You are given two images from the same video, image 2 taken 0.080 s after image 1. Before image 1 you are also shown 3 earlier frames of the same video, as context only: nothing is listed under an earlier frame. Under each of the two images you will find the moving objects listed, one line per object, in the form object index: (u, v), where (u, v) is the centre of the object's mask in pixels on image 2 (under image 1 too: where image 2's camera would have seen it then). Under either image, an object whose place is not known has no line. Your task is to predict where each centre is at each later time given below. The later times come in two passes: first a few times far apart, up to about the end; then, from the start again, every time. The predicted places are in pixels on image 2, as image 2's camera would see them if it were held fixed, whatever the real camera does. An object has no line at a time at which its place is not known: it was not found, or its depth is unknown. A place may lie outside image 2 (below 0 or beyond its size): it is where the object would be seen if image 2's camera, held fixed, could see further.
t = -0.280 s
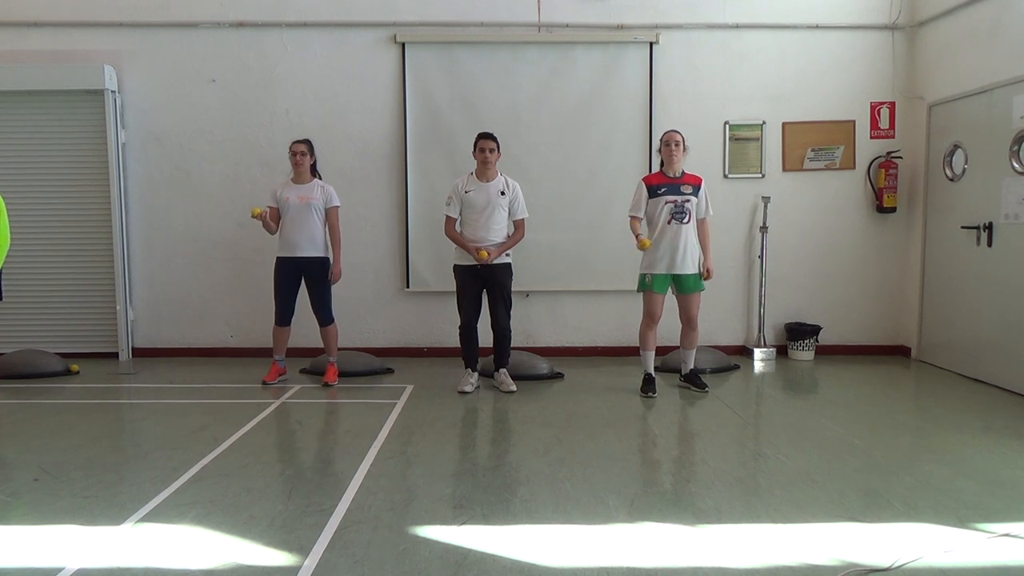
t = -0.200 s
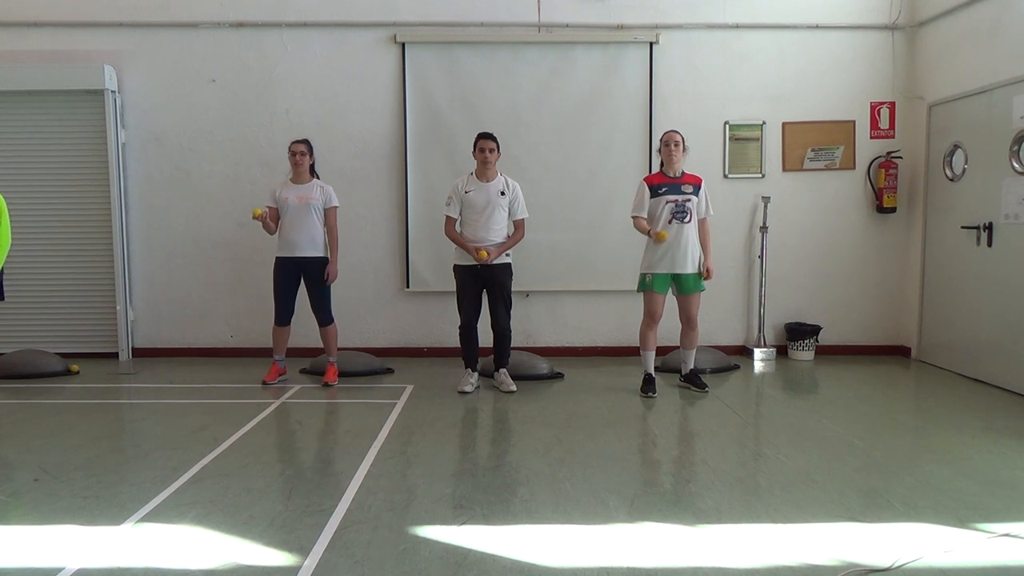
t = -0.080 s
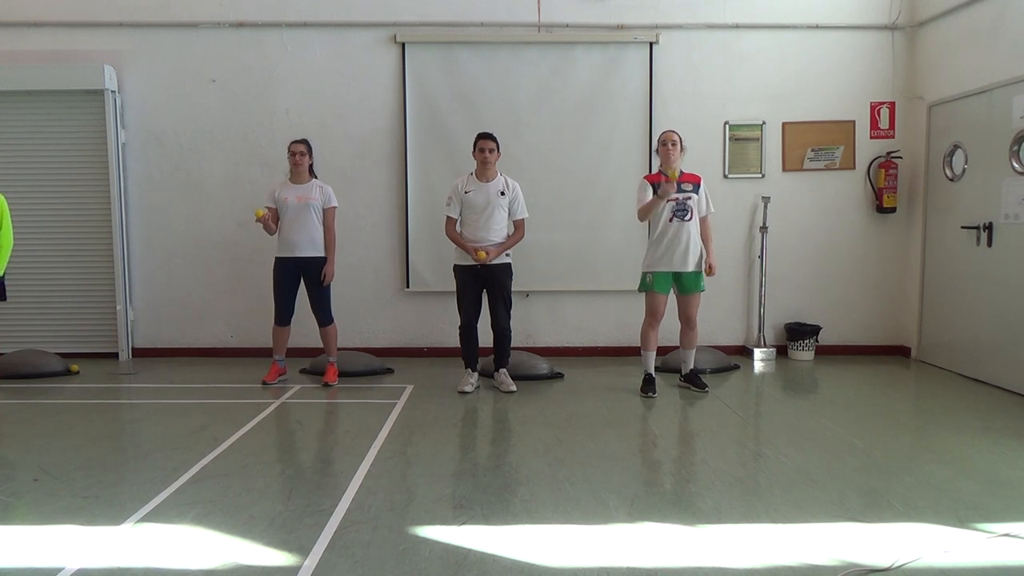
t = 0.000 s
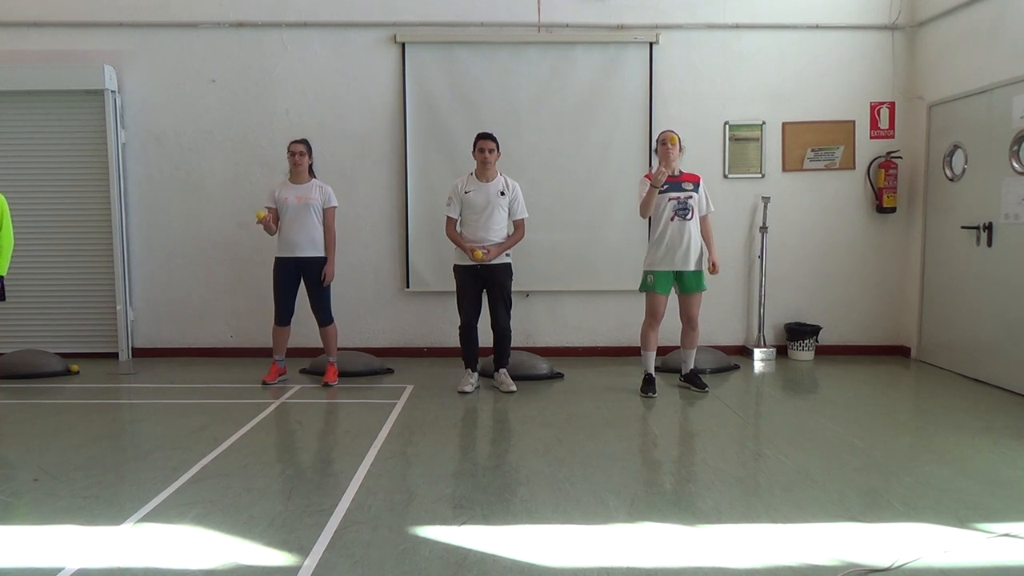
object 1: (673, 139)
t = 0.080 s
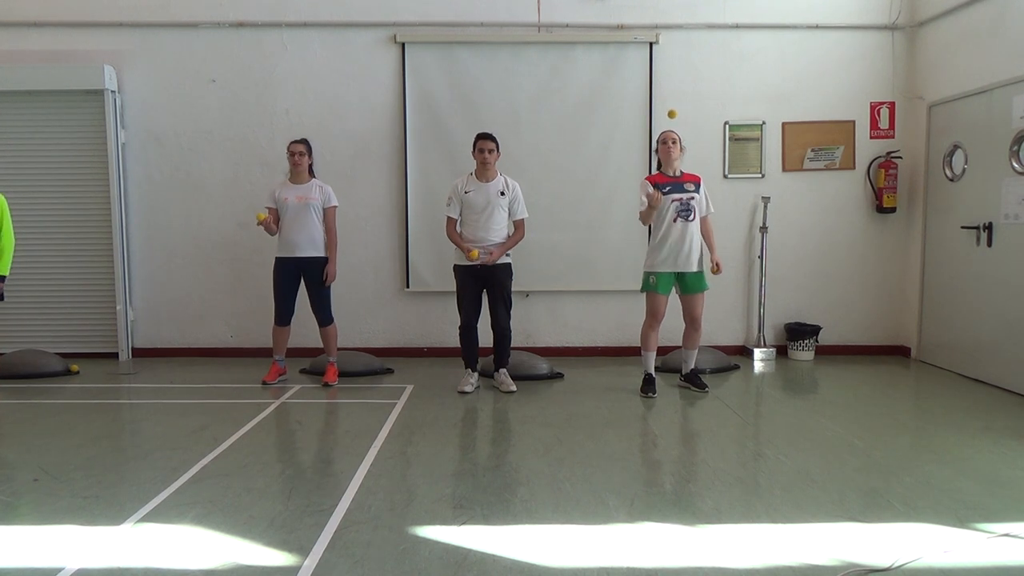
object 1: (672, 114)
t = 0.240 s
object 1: (671, 95)
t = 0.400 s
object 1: (669, 119)
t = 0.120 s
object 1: (672, 105)
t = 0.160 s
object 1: (672, 98)
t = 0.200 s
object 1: (671, 95)
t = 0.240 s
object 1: (671, 95)
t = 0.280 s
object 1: (671, 97)
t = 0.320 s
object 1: (670, 101)
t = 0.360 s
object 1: (670, 109)
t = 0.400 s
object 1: (669, 119)
